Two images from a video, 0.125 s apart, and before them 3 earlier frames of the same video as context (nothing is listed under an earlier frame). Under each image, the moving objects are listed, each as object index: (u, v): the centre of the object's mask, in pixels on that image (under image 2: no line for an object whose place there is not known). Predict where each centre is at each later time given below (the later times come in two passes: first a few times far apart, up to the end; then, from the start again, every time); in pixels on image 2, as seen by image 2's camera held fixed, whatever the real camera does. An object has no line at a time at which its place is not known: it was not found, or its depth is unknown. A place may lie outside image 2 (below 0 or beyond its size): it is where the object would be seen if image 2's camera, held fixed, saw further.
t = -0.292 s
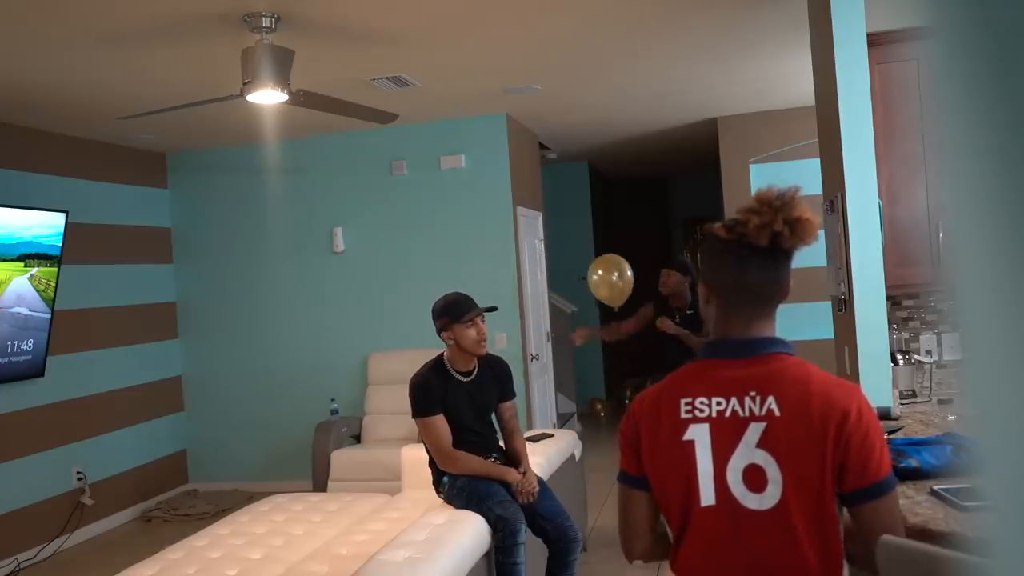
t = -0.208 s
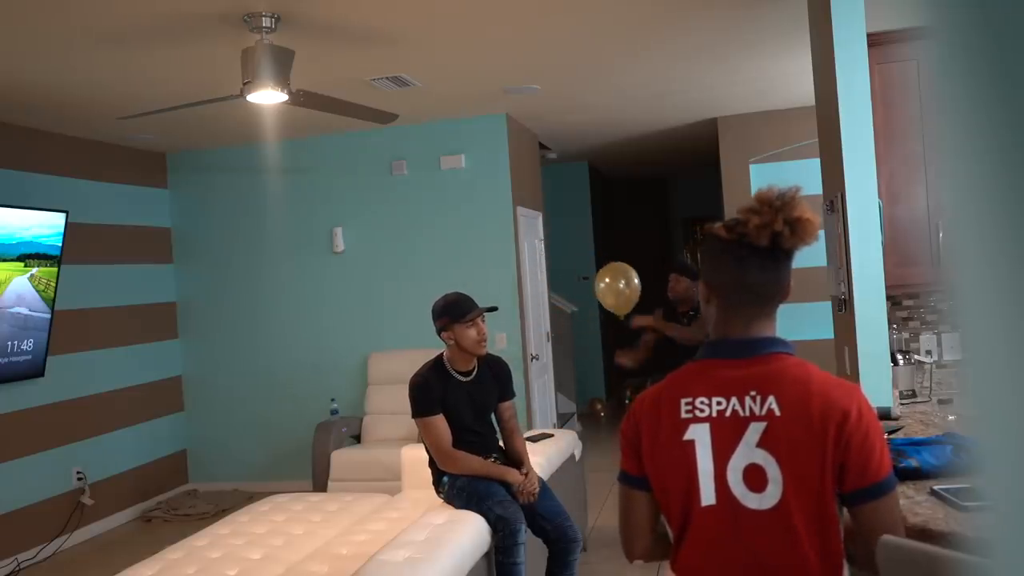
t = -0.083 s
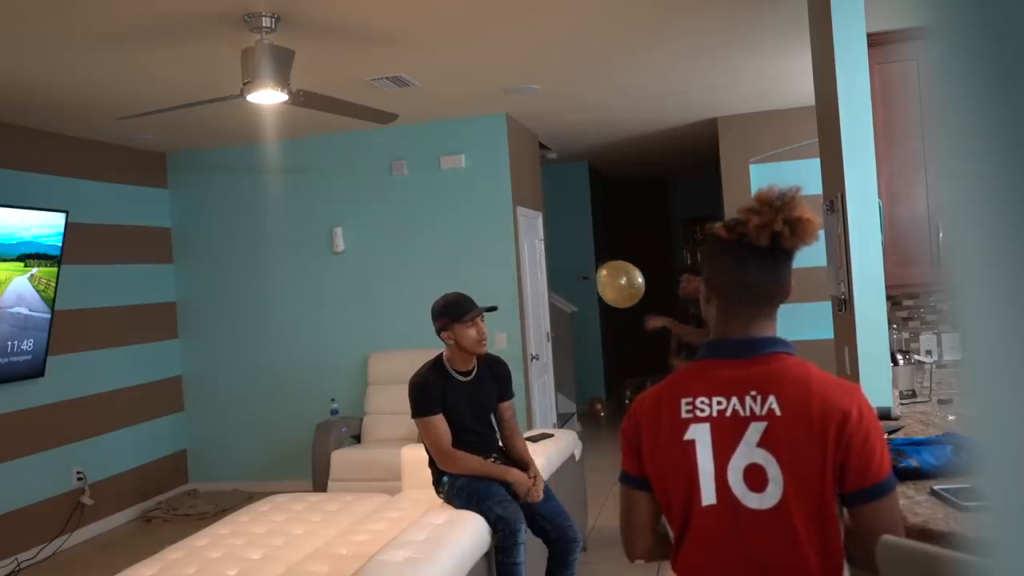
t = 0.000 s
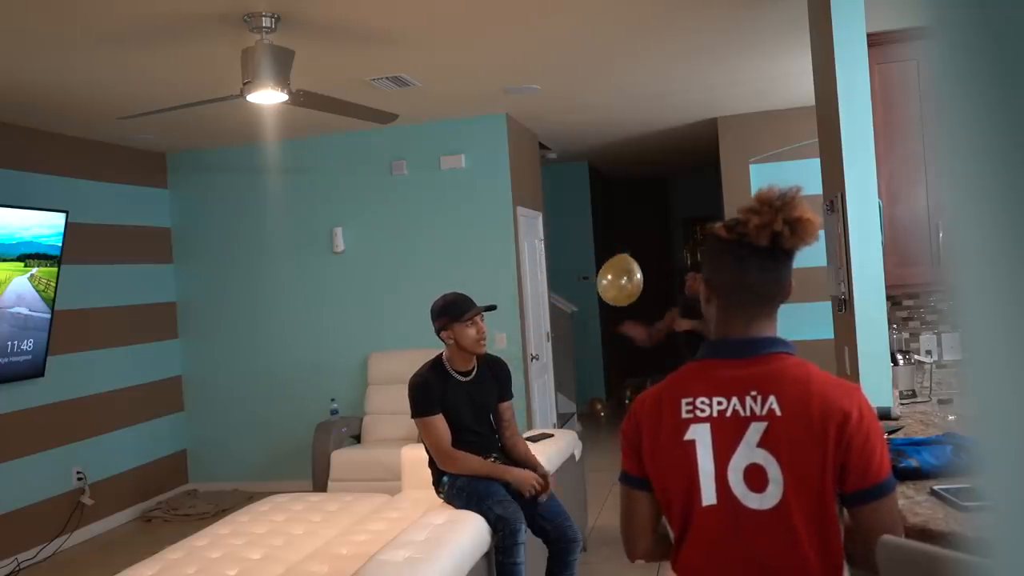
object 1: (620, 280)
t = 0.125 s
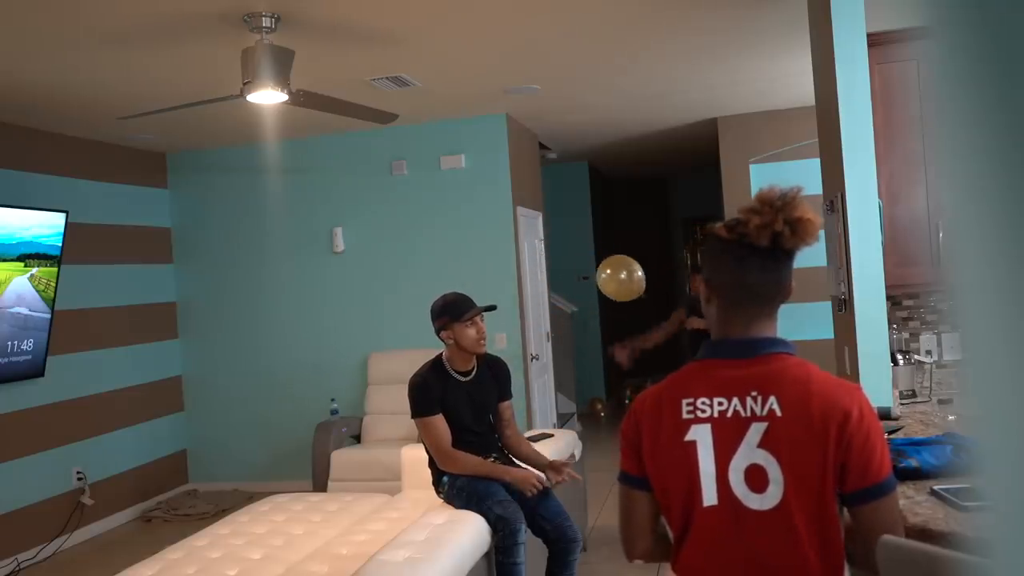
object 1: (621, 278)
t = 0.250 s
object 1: (623, 281)
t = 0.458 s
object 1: (625, 297)
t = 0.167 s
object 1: (622, 279)
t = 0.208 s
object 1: (623, 280)
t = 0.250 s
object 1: (623, 281)
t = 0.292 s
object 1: (624, 283)
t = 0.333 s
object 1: (625, 286)
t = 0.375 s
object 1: (625, 289)
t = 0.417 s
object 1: (625, 293)
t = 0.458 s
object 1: (625, 297)
